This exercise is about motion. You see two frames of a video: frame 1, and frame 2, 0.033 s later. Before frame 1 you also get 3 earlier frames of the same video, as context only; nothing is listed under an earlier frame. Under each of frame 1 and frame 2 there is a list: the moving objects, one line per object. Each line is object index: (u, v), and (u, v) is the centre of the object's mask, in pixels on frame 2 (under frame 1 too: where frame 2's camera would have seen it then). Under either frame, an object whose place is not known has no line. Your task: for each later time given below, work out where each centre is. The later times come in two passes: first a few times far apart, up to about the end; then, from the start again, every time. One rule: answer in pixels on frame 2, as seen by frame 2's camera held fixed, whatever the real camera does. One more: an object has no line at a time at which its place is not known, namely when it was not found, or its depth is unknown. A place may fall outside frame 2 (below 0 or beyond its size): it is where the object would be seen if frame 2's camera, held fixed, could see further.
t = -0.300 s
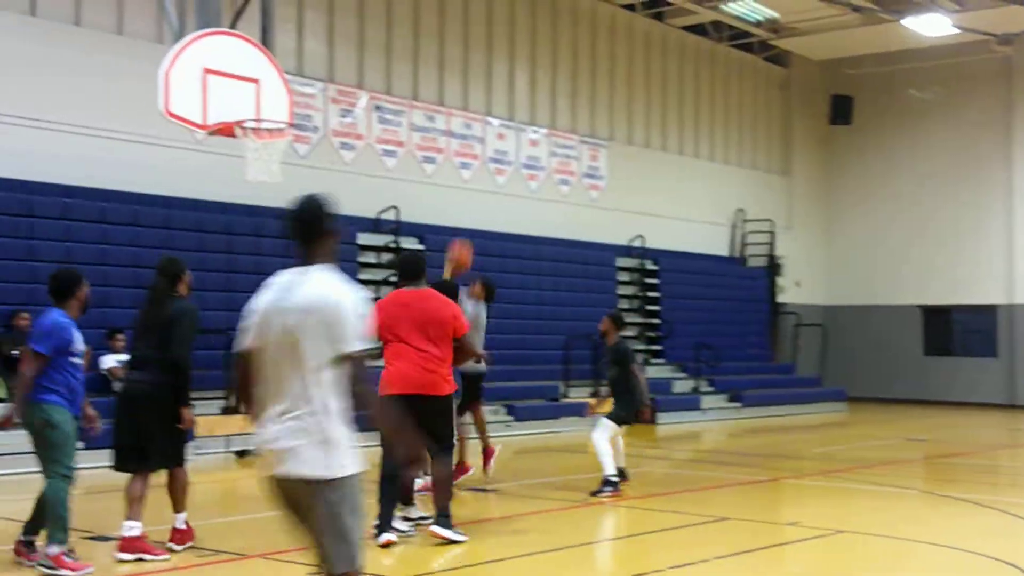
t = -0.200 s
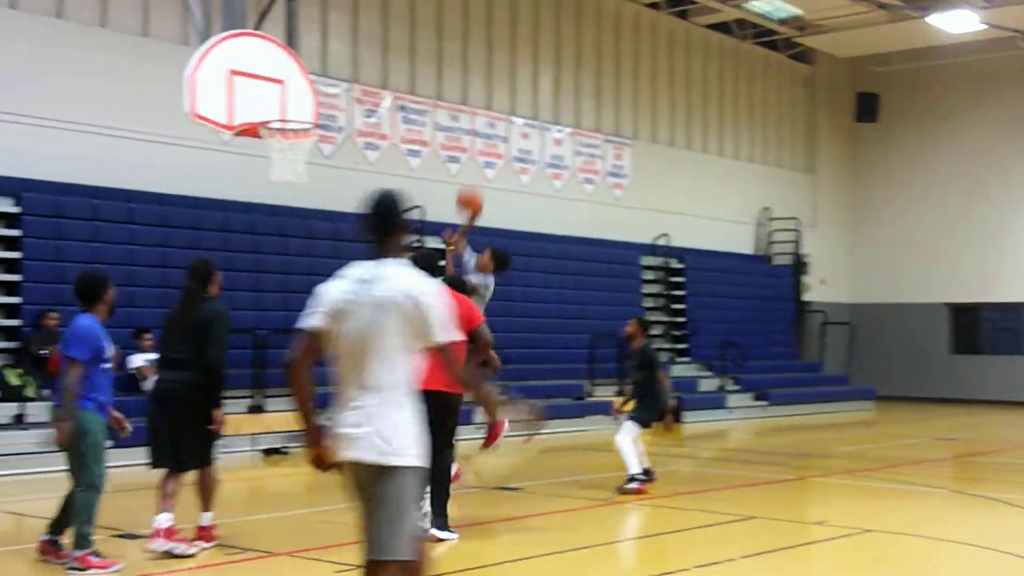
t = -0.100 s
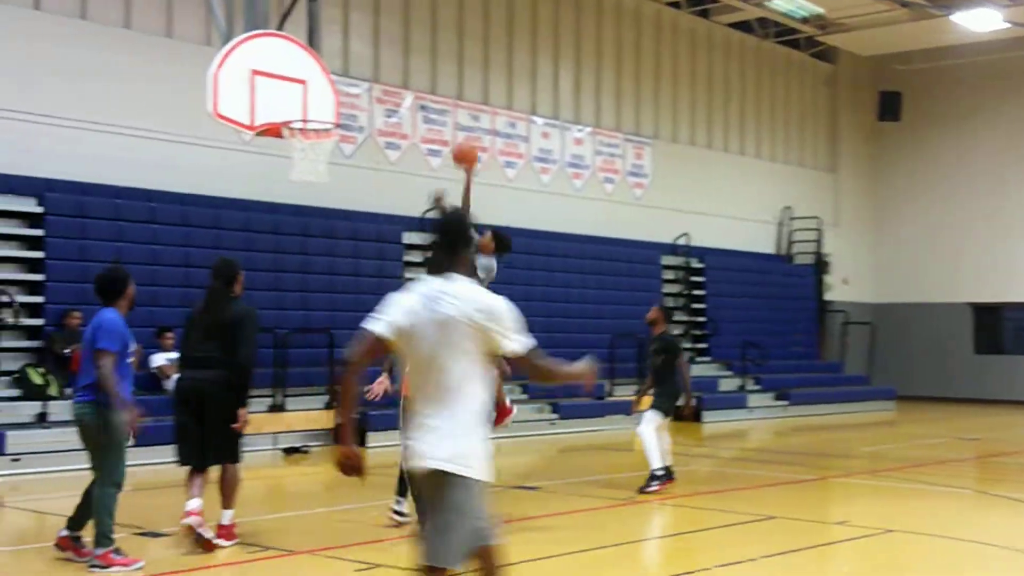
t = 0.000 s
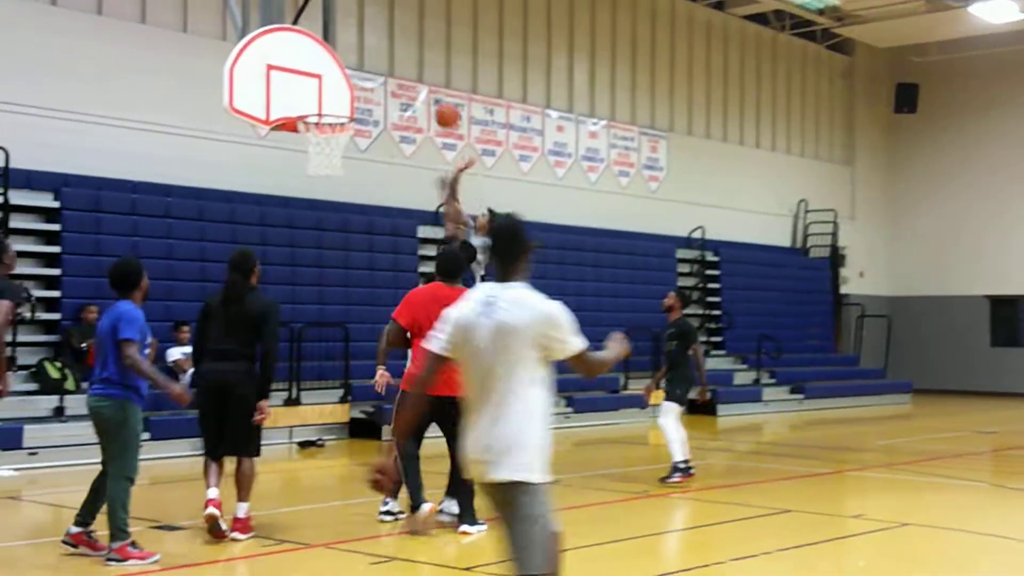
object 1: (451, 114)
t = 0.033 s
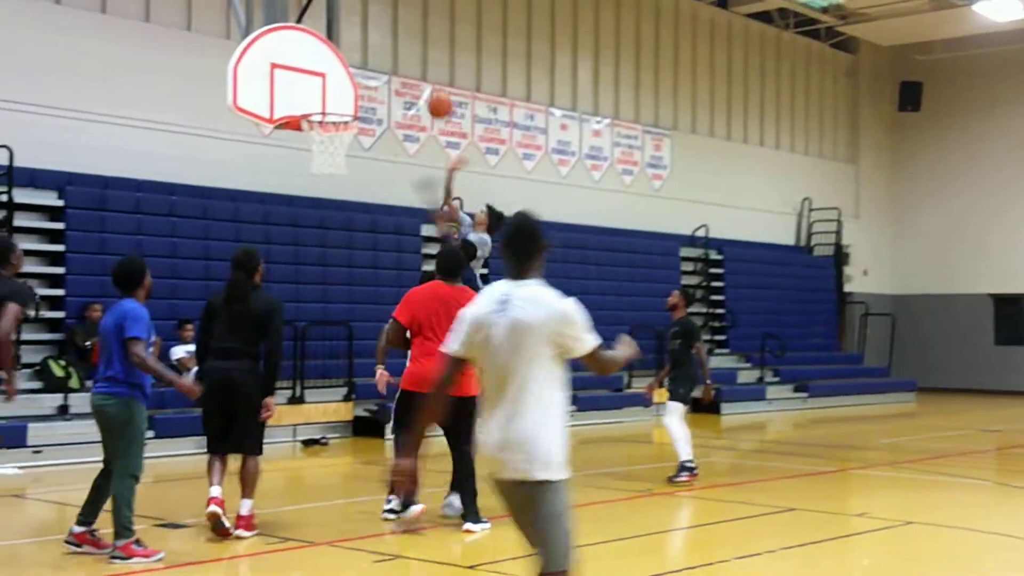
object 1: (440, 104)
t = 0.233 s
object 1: (375, 79)
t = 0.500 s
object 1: (362, 111)
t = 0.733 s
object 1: (422, 163)
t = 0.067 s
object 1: (430, 99)
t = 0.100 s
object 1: (418, 91)
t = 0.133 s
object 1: (408, 87)
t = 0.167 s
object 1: (396, 83)
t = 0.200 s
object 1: (384, 81)
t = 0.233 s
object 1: (375, 79)
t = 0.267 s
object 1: (363, 79)
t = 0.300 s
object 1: (356, 81)
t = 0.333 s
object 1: (357, 82)
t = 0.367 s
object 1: (358, 85)
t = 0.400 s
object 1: (359, 90)
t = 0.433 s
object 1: (360, 95)
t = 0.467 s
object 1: (361, 103)
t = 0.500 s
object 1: (362, 111)
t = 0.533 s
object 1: (366, 117)
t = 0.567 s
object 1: (375, 122)
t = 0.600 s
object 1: (384, 128)
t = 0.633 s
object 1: (394, 135)
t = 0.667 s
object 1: (403, 144)
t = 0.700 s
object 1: (413, 153)
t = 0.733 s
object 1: (422, 163)
